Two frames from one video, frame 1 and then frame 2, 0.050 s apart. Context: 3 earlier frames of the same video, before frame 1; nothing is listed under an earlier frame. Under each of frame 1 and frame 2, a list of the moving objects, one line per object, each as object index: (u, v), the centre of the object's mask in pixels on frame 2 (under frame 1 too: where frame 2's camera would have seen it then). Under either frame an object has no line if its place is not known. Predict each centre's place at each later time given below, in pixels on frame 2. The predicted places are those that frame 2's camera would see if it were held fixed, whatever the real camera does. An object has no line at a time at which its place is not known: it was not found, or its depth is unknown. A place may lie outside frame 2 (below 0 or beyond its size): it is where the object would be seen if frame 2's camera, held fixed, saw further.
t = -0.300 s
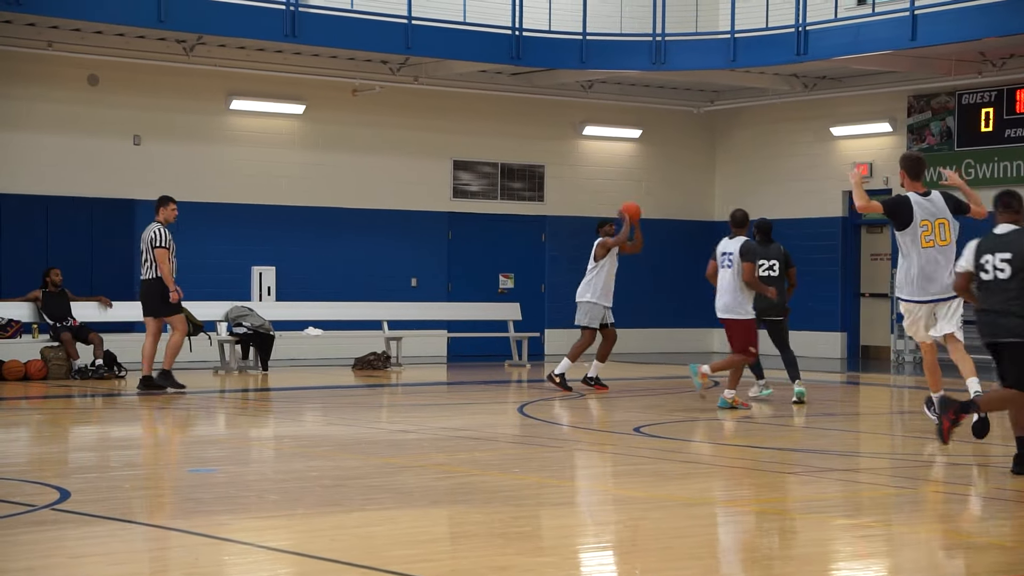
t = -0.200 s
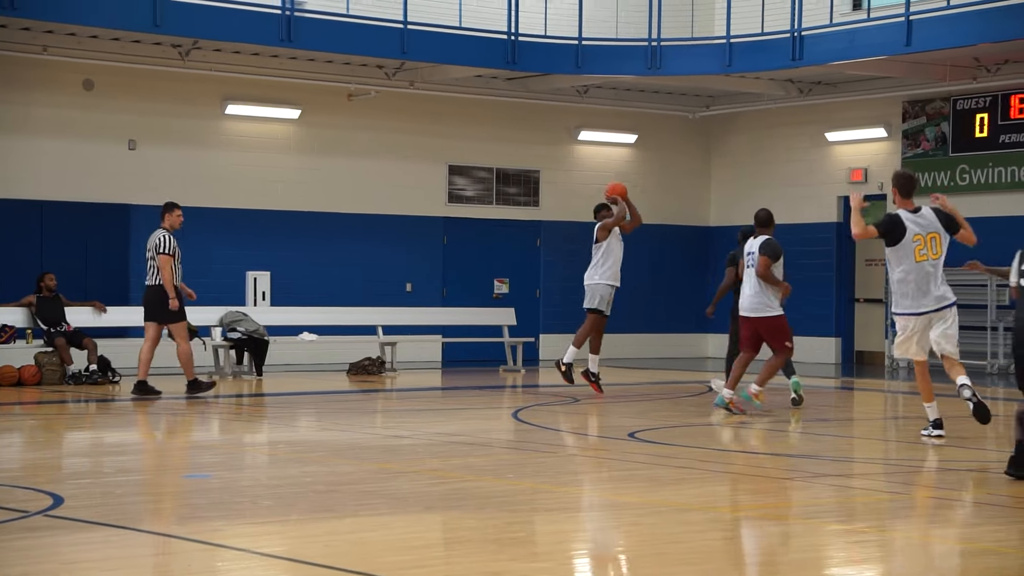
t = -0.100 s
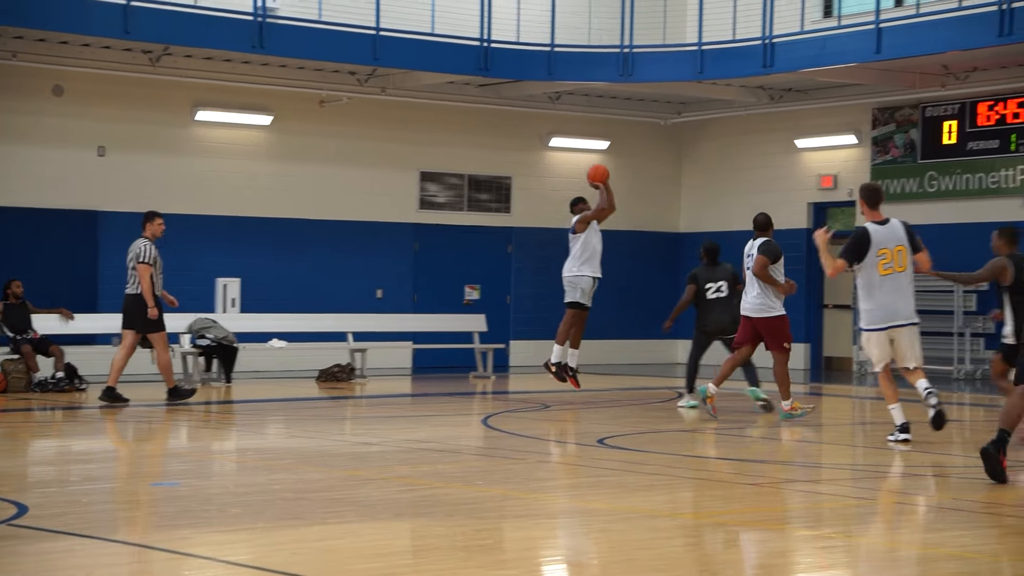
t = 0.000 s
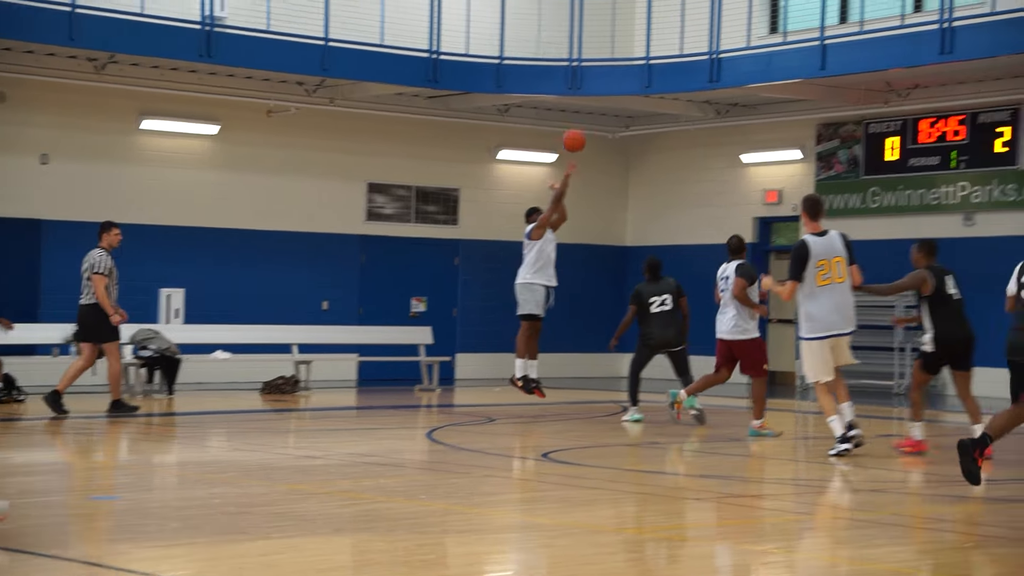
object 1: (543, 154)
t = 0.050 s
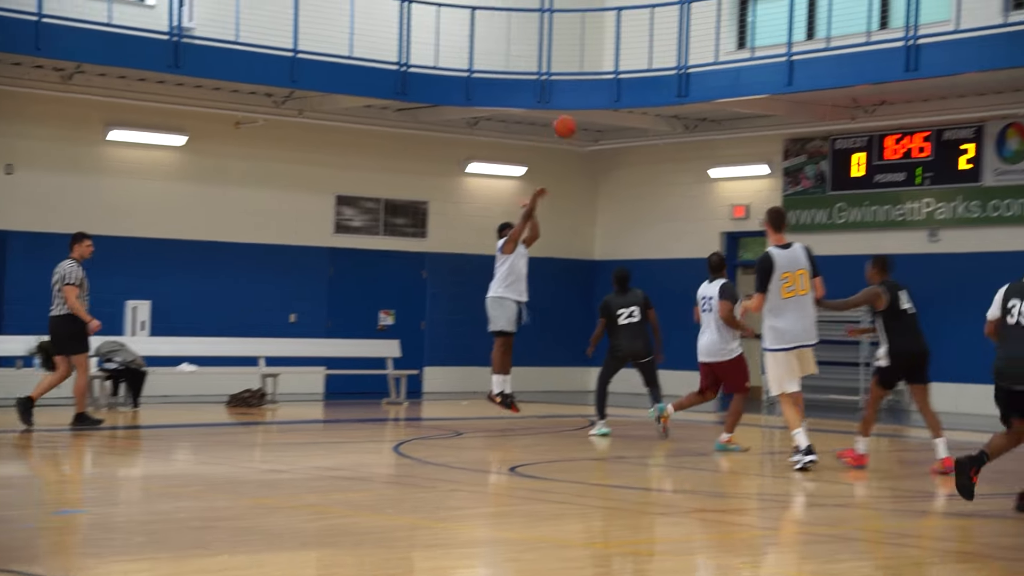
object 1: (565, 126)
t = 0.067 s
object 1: (571, 118)
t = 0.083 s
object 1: (579, 109)
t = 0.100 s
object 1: (586, 100)
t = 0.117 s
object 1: (593, 93)
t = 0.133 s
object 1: (600, 85)
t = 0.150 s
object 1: (607, 77)
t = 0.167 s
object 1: (614, 69)
